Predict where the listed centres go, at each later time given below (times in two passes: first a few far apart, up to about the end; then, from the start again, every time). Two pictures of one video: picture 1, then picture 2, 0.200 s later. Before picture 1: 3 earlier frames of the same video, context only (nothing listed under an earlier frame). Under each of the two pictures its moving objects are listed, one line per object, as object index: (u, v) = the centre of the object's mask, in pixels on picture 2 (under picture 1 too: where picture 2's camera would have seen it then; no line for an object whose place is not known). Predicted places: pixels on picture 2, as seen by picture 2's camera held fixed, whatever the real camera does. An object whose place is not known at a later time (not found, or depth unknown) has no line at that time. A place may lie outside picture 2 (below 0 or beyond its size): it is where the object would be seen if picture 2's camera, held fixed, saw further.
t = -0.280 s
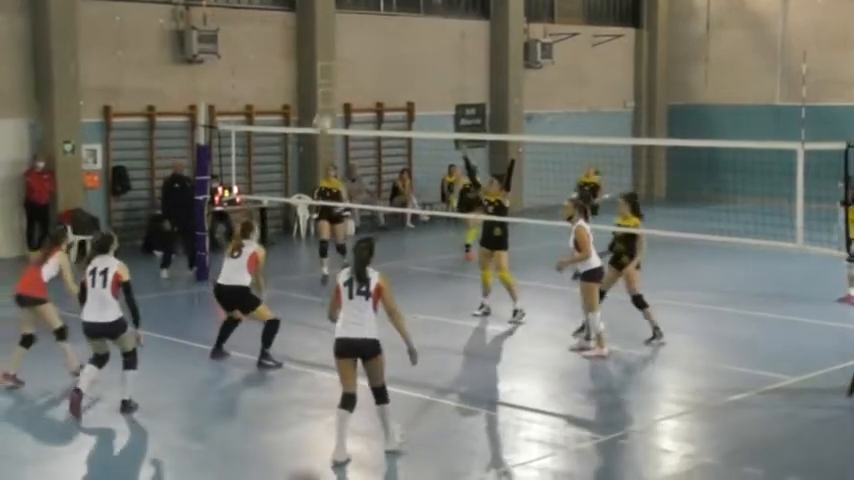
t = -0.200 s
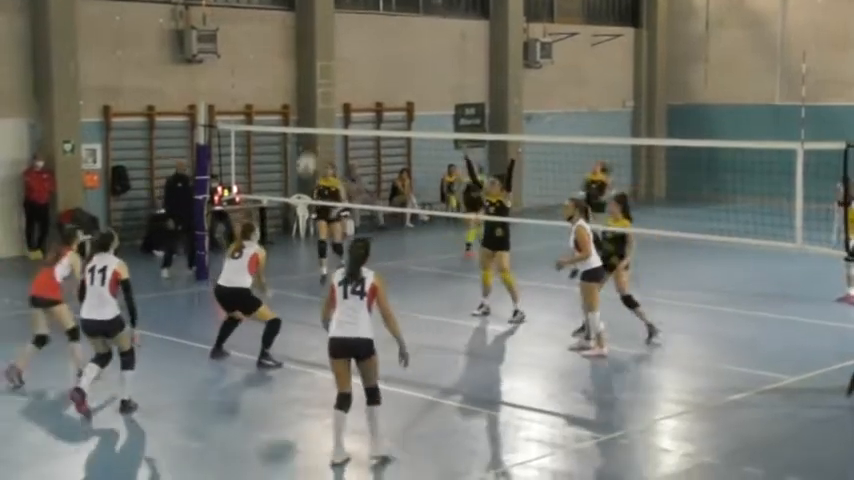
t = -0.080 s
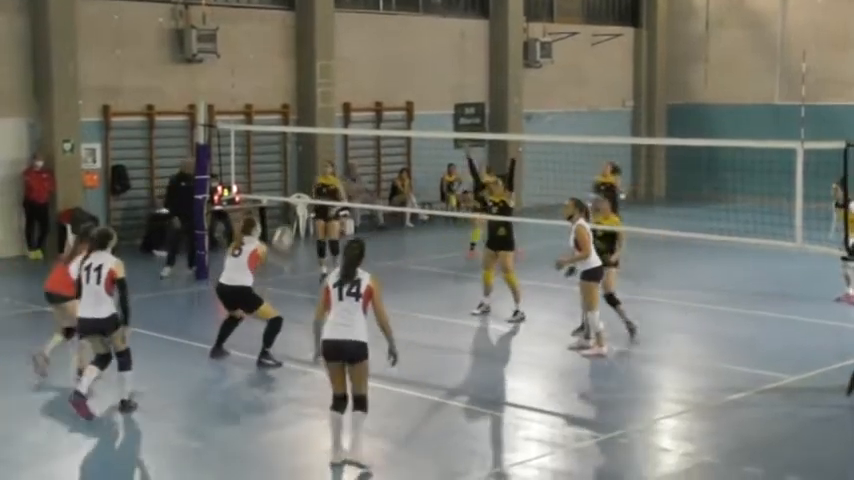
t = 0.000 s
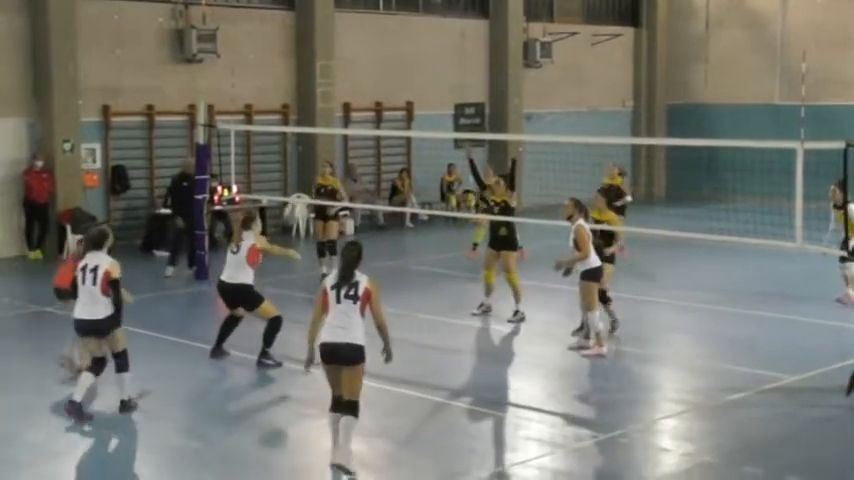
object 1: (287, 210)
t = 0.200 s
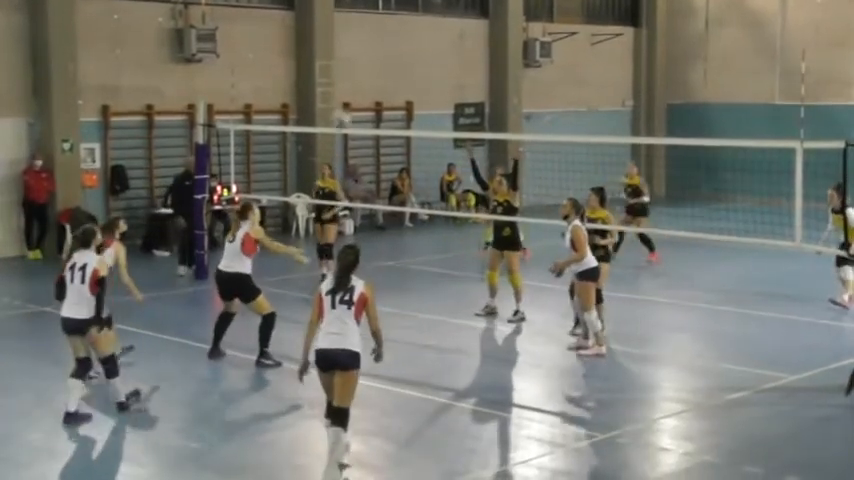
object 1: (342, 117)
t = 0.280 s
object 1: (361, 88)
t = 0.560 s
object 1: (430, 50)
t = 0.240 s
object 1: (350, 104)
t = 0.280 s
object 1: (361, 88)
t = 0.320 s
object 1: (372, 79)
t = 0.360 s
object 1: (382, 72)
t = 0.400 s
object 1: (390, 65)
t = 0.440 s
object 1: (398, 59)
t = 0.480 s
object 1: (415, 49)
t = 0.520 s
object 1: (423, 48)
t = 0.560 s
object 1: (430, 50)
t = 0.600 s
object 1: (441, 48)
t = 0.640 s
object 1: (449, 50)
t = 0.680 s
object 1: (458, 51)
